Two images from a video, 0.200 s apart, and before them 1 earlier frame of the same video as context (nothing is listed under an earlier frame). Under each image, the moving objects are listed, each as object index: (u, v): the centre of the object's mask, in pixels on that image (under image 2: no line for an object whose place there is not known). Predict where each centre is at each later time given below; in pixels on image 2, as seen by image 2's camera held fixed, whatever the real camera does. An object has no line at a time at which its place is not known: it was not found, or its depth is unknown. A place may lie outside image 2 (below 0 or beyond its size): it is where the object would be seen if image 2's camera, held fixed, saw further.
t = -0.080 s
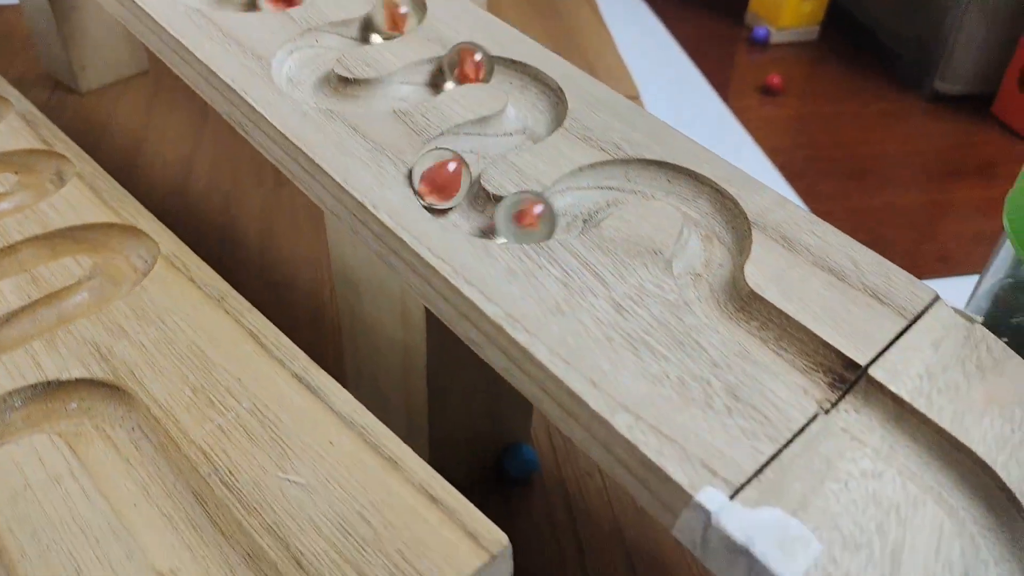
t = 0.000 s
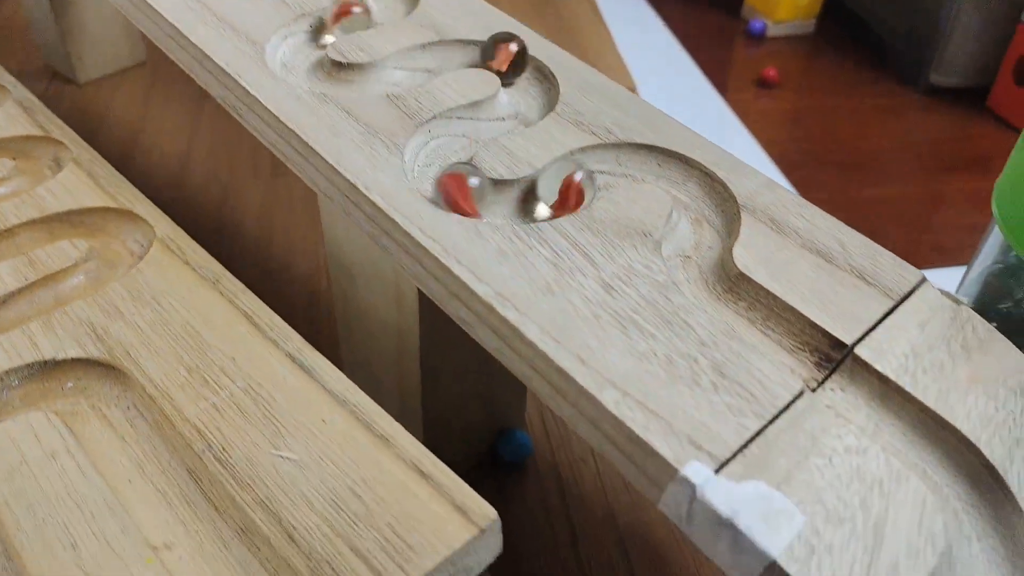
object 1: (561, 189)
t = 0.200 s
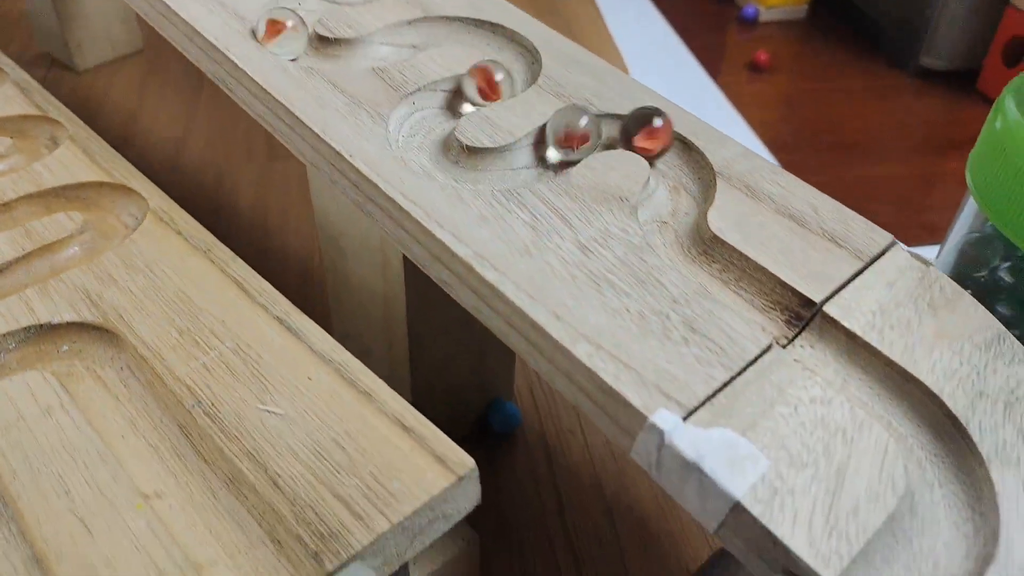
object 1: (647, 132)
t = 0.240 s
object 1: (669, 148)
